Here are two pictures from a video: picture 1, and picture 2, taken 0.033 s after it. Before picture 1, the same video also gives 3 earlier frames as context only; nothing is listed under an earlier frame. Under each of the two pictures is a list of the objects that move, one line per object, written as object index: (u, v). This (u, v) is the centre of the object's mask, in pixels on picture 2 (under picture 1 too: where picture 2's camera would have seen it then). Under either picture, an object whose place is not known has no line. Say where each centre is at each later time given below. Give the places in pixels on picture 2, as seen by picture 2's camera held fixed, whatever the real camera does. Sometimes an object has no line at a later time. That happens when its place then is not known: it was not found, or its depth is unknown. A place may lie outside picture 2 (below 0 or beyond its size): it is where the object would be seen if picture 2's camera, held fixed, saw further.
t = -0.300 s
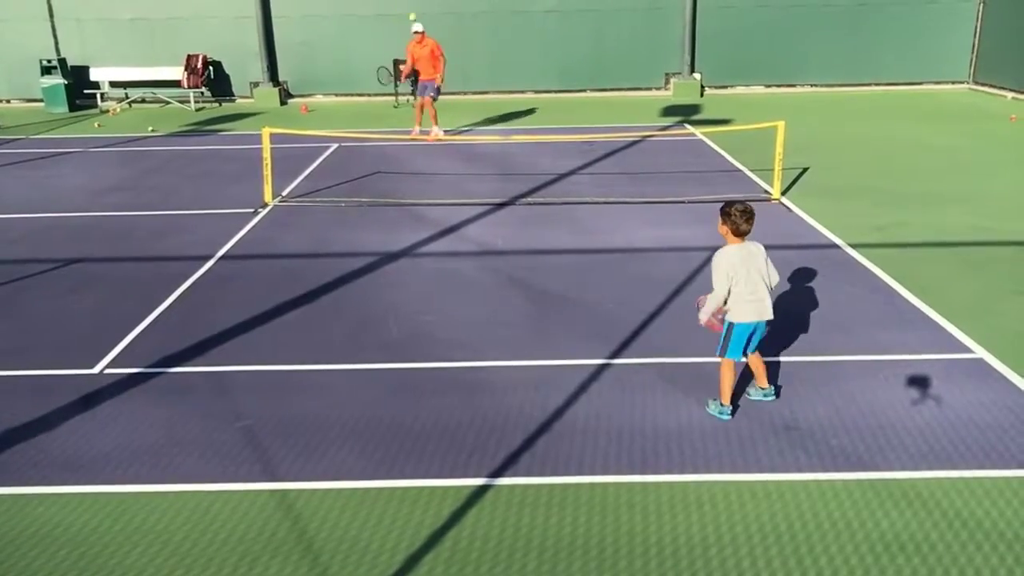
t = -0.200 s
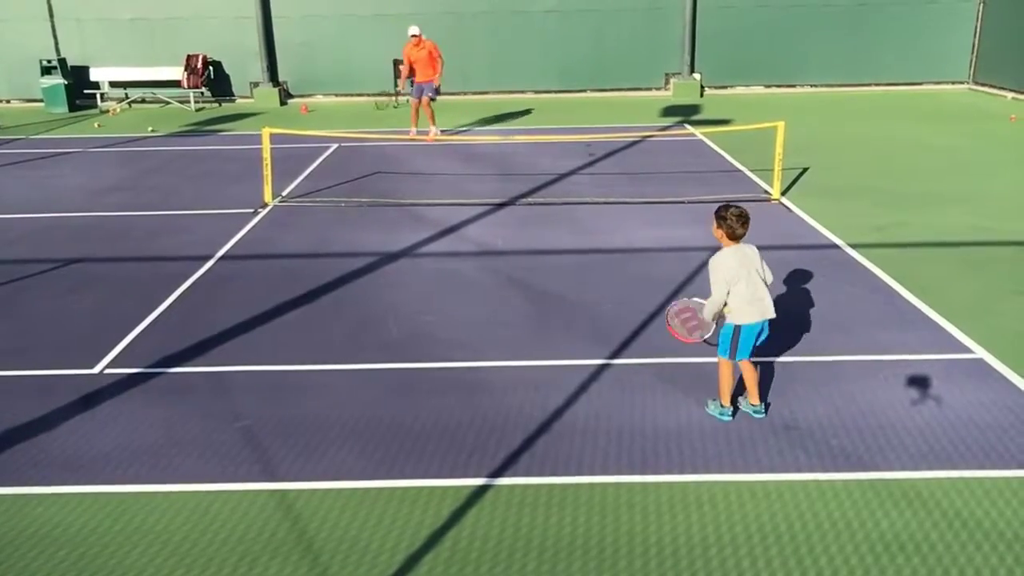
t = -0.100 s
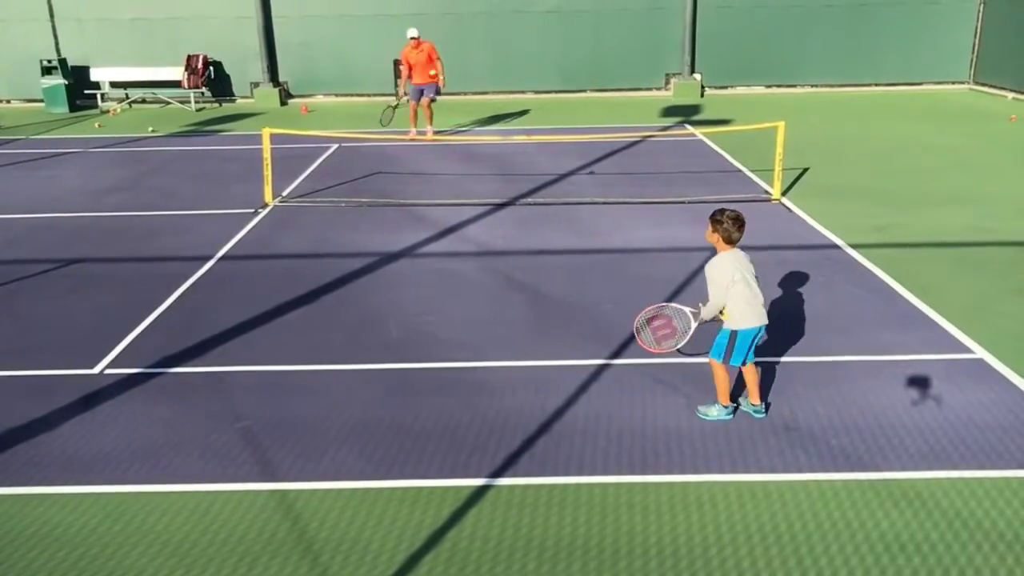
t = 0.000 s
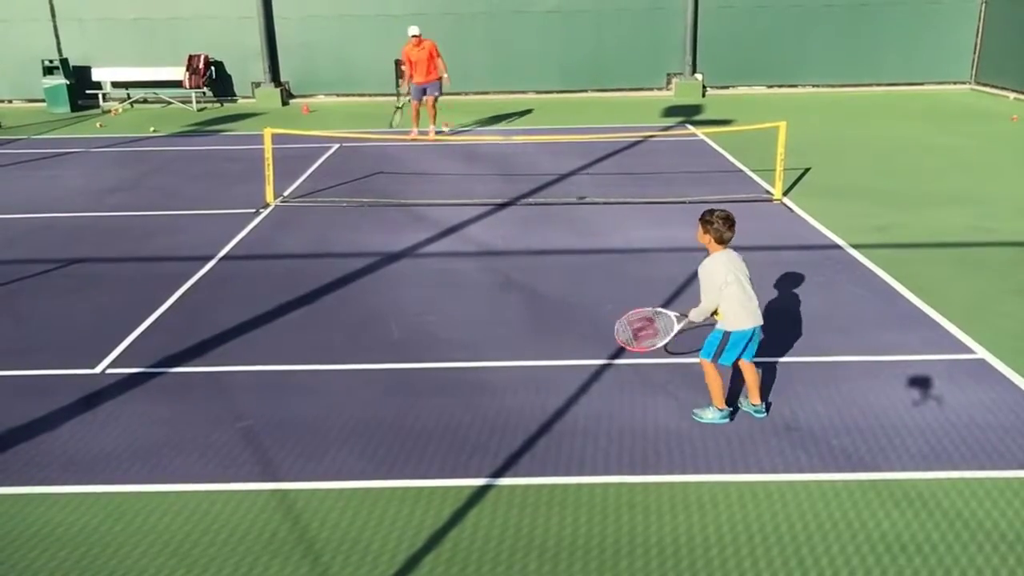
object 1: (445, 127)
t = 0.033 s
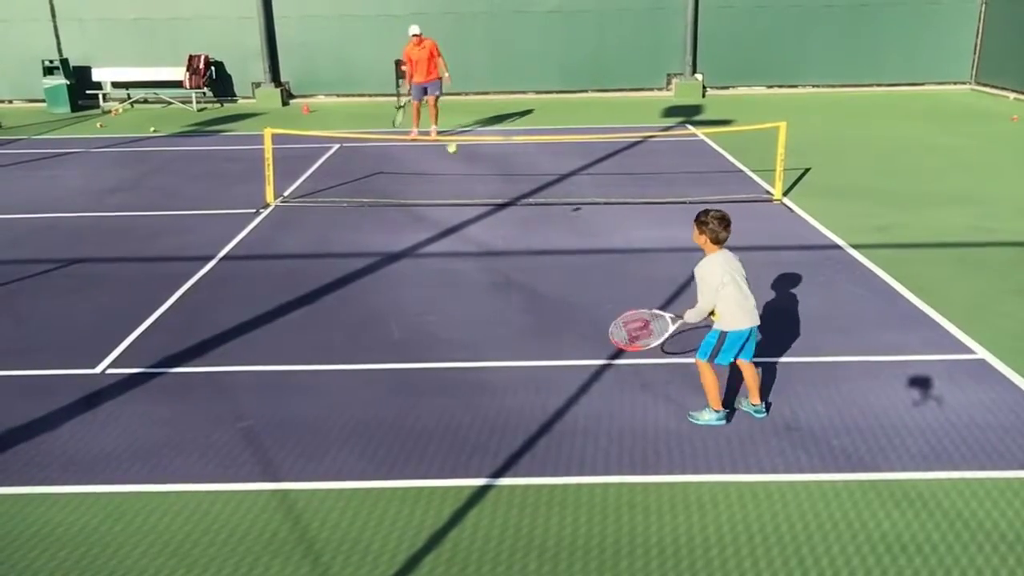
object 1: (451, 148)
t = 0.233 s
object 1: (485, 321)
